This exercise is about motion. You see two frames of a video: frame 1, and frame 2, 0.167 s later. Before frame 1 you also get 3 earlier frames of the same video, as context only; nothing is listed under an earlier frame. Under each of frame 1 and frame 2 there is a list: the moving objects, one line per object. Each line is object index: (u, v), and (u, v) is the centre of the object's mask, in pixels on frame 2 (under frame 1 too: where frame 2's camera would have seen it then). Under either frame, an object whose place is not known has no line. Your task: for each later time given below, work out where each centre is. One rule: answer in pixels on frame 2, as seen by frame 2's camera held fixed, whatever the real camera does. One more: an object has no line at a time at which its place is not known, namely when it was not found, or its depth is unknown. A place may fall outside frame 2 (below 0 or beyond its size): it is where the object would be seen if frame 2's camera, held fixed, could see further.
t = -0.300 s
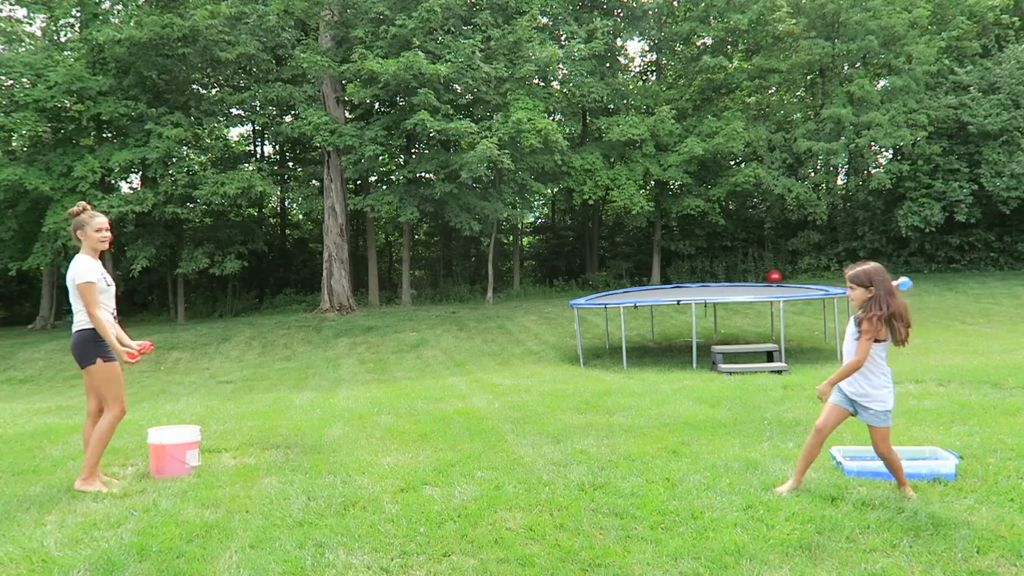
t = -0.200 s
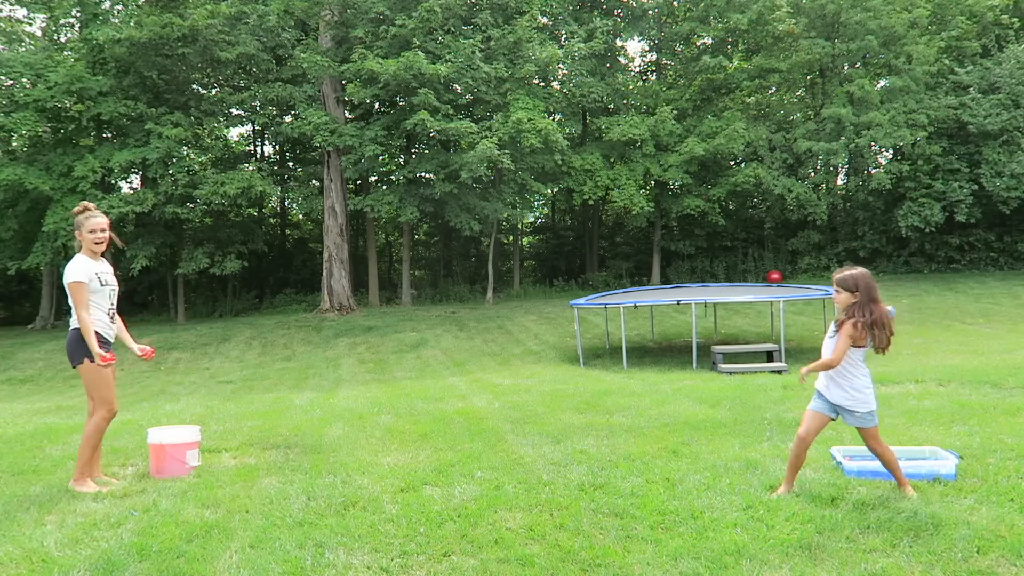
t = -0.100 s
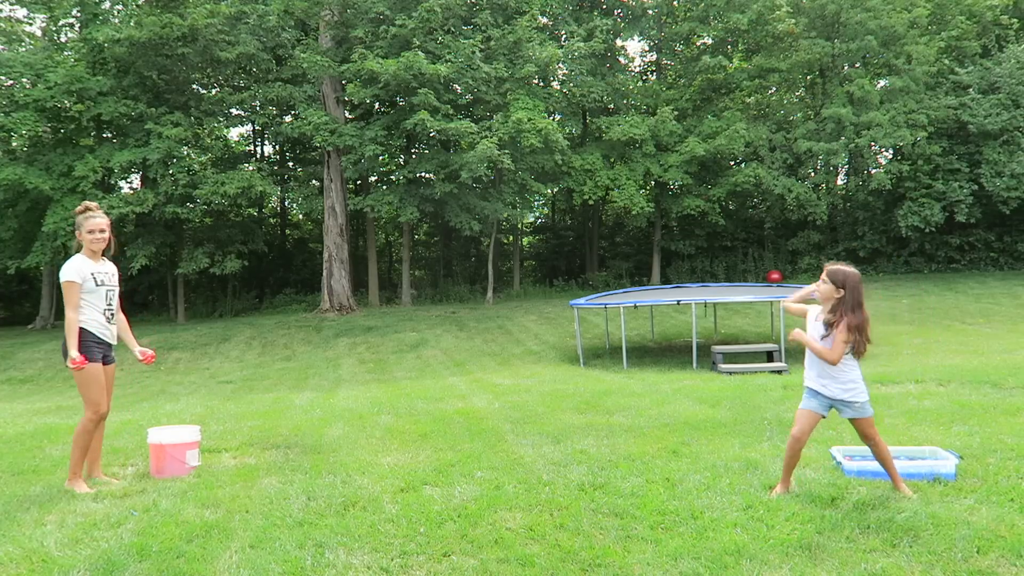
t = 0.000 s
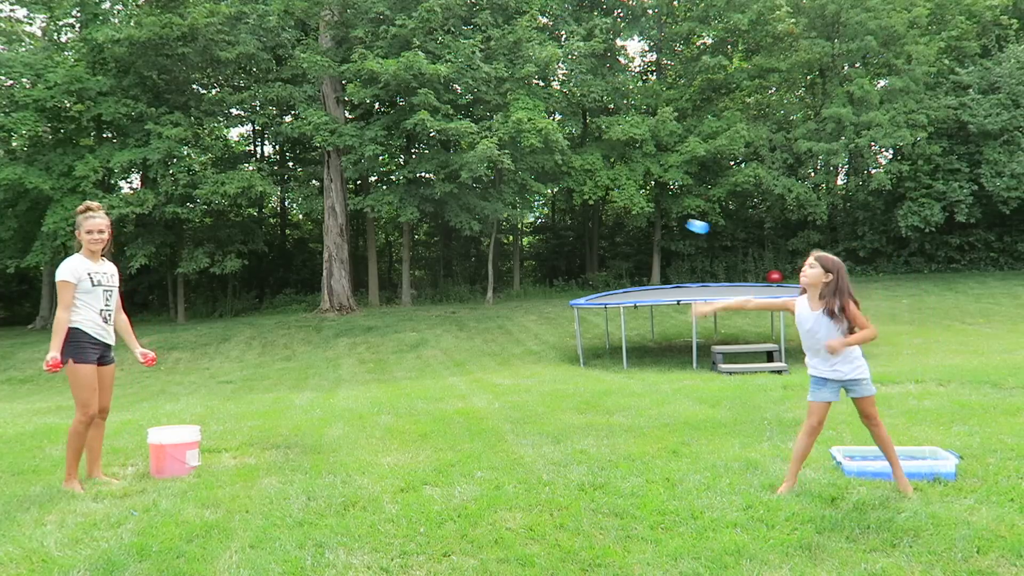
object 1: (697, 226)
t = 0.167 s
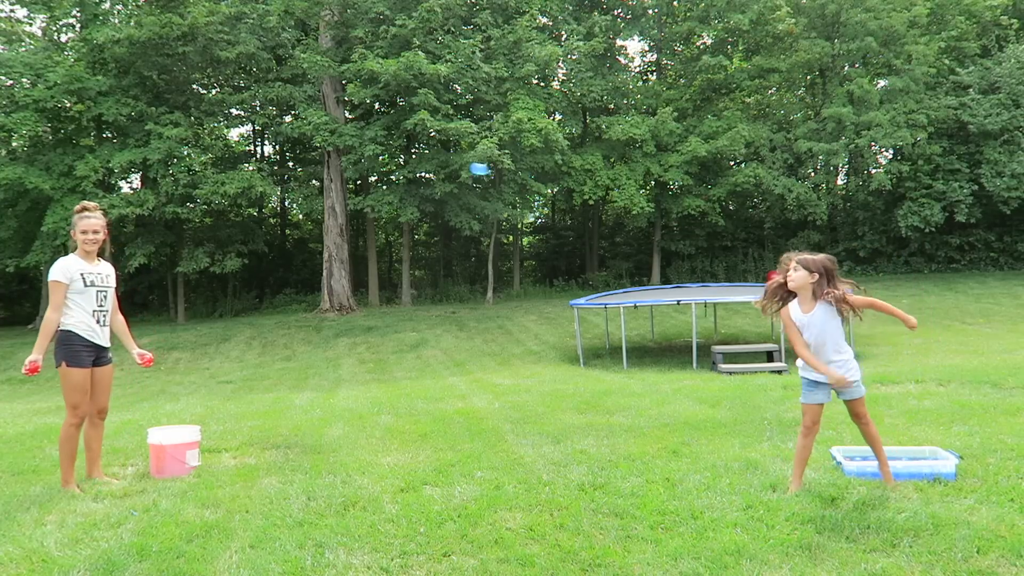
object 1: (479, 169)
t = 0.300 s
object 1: (330, 160)
